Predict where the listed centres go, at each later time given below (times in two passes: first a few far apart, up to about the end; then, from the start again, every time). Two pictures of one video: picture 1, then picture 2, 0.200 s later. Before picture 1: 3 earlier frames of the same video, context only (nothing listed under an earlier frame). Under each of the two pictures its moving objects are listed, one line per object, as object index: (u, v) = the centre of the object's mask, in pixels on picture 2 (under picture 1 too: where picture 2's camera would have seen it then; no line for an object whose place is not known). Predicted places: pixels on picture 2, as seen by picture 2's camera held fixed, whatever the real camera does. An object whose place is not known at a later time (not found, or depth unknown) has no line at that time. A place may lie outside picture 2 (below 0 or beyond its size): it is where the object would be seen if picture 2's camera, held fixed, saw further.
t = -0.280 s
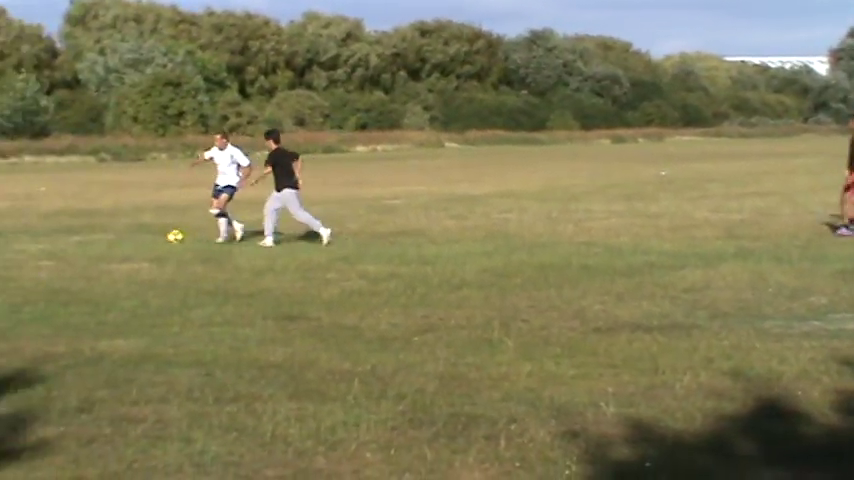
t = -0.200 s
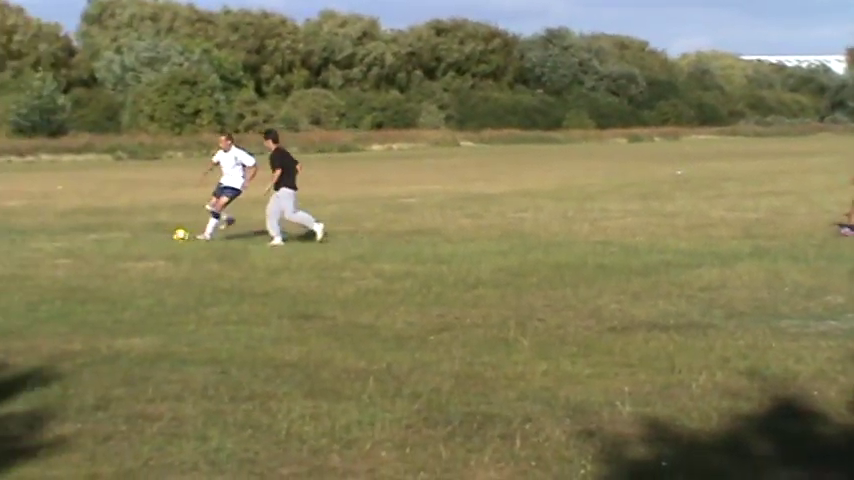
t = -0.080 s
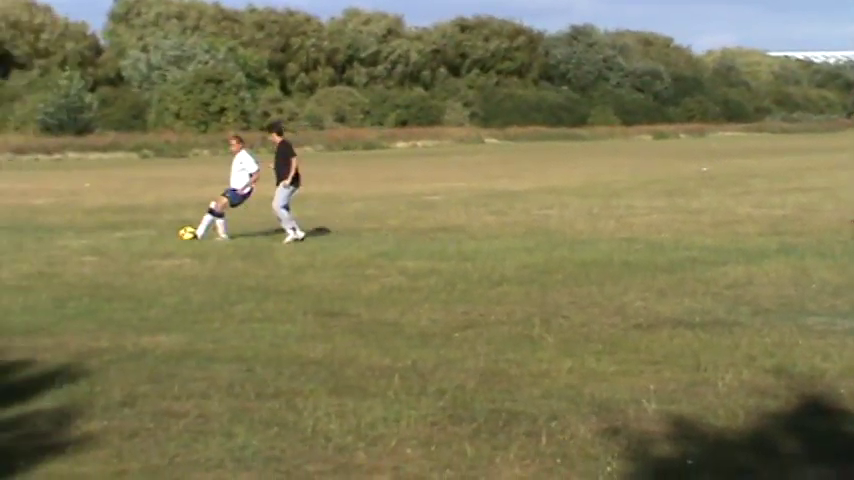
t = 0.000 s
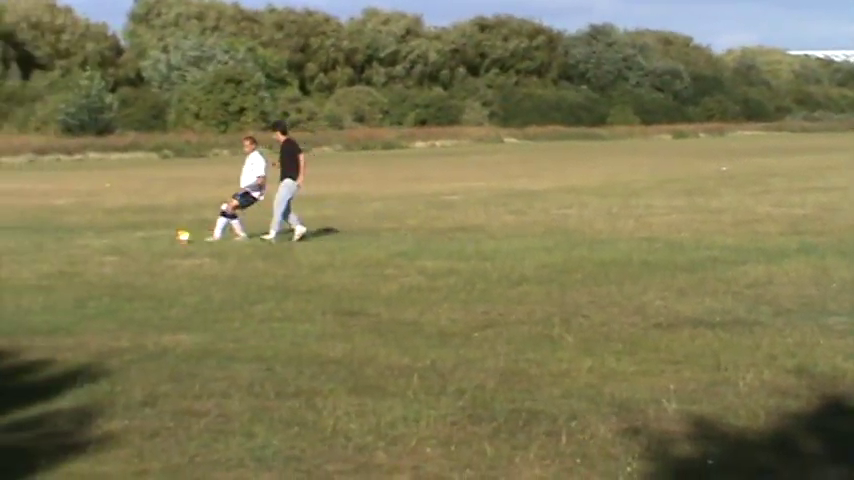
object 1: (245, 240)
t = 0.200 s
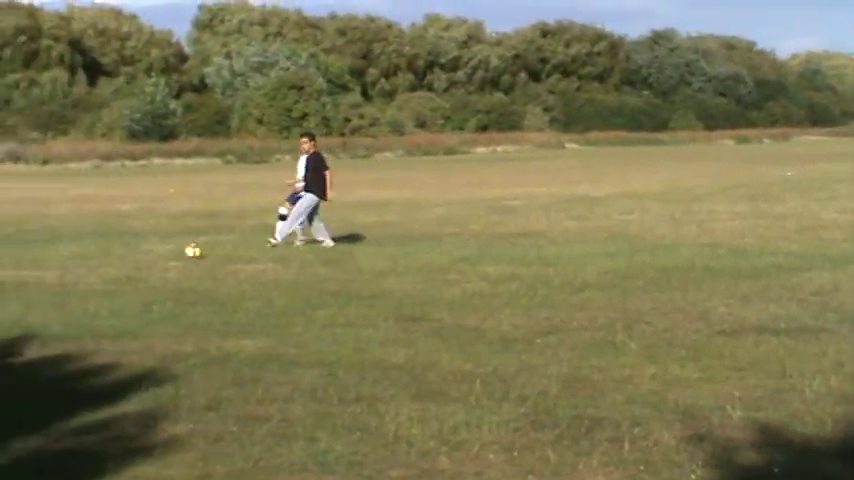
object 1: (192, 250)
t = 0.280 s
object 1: (173, 249)
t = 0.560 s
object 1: (108, 260)
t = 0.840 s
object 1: (54, 269)
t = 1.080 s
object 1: (5, 285)
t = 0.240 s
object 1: (182, 251)
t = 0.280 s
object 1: (173, 249)
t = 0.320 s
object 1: (163, 249)
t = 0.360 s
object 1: (154, 251)
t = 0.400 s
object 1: (145, 254)
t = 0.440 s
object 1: (133, 259)
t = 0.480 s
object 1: (124, 262)
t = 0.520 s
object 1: (116, 260)
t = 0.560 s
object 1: (108, 260)
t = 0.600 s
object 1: (101, 259)
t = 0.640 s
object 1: (93, 260)
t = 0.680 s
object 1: (85, 263)
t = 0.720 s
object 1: (78, 267)
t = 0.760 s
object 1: (69, 273)
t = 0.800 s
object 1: (62, 272)
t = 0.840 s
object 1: (54, 269)
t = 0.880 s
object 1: (45, 269)
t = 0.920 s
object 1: (37, 271)
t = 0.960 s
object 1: (30, 273)
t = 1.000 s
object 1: (20, 278)
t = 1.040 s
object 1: (12, 284)
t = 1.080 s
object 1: (5, 285)
